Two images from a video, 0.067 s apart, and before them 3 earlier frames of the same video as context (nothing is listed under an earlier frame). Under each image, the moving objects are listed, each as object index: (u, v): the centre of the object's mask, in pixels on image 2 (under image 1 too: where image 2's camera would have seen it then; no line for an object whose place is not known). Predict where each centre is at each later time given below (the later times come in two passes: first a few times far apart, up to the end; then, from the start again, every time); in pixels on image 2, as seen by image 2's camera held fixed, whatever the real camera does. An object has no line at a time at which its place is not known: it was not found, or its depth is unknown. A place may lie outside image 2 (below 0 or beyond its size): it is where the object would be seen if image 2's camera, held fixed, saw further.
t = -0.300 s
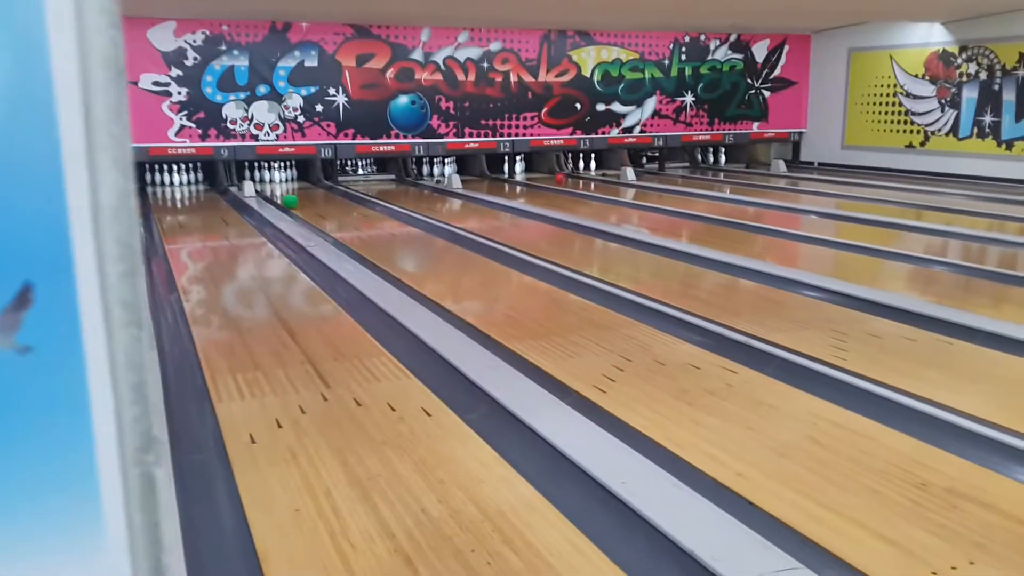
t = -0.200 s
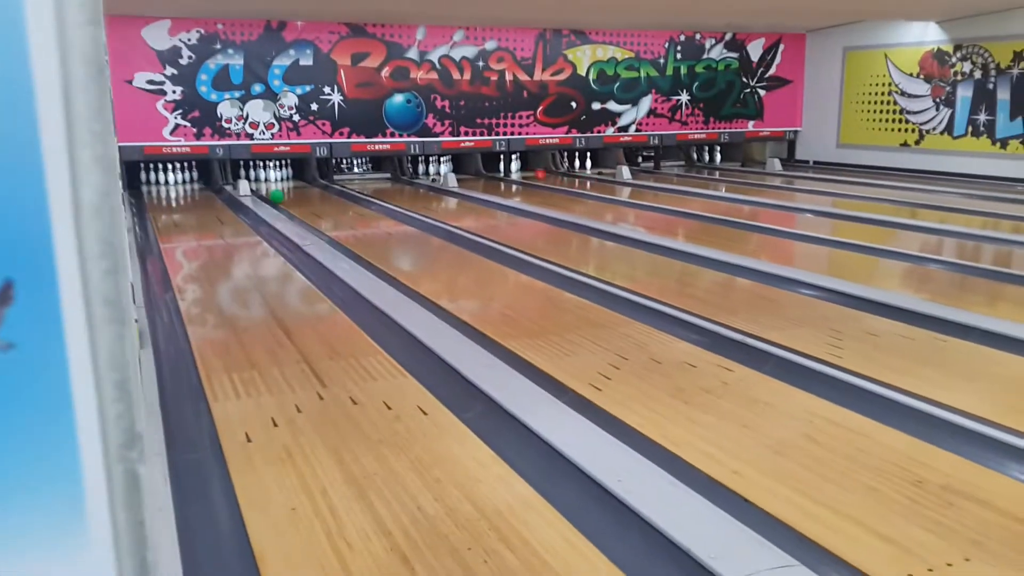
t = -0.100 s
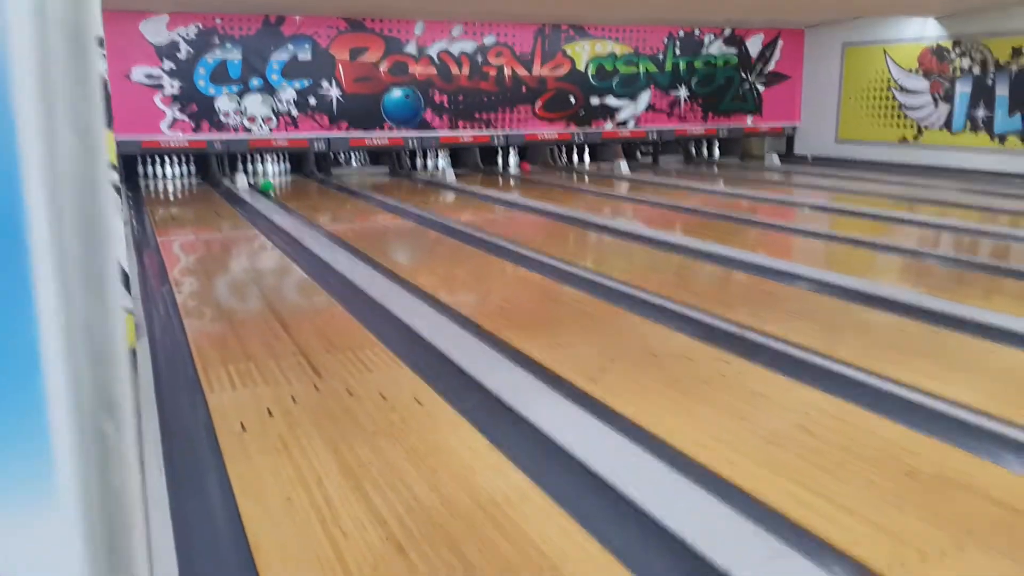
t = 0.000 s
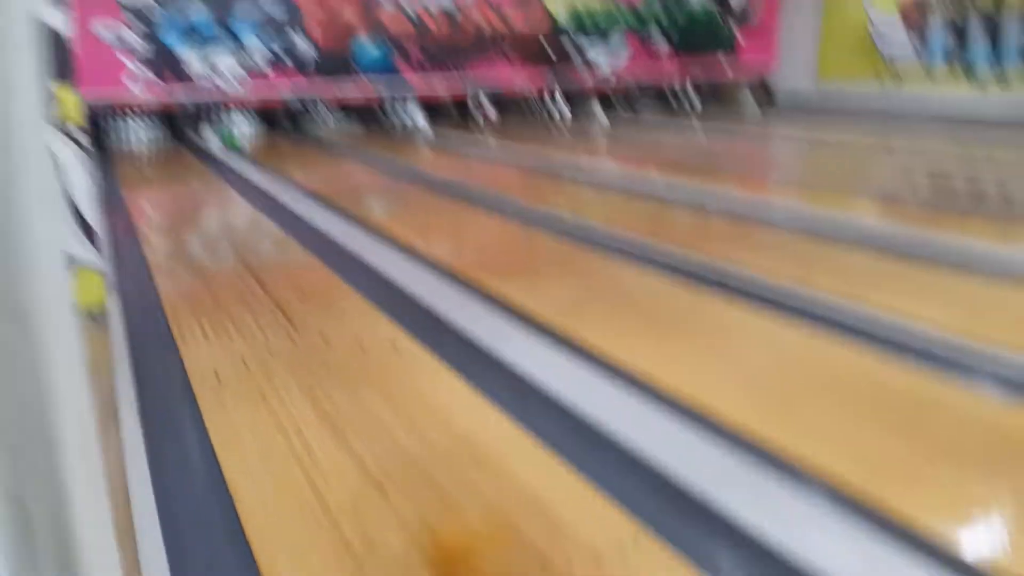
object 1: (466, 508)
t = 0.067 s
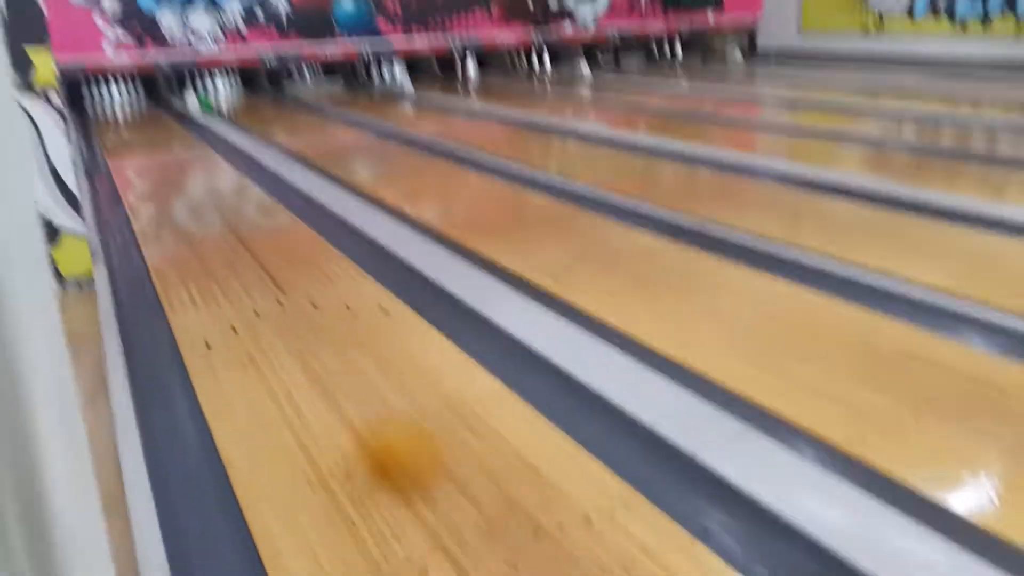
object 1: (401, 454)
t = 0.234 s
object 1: (294, 344)
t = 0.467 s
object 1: (210, 261)
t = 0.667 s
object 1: (164, 218)
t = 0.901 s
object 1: (129, 184)
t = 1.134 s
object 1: (105, 163)
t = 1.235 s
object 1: (94, 159)
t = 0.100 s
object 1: (375, 424)
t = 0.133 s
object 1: (350, 401)
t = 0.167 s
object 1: (329, 380)
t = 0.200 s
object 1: (312, 364)
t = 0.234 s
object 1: (294, 344)
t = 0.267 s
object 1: (279, 330)
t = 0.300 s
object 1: (265, 317)
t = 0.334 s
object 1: (251, 303)
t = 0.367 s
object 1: (240, 291)
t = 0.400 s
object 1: (229, 281)
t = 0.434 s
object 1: (218, 270)
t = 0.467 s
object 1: (210, 261)
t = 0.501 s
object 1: (200, 253)
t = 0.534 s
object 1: (192, 244)
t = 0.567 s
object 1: (185, 237)
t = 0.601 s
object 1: (177, 230)
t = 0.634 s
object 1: (170, 224)
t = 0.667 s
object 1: (164, 218)
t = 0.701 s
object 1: (159, 212)
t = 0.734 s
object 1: (153, 206)
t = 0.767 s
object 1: (148, 201)
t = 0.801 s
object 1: (143, 198)
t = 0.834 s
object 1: (138, 193)
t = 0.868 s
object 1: (134, 188)
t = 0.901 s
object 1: (129, 184)
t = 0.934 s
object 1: (125, 180)
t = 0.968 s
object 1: (122, 177)
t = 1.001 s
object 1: (118, 174)
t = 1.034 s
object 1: (115, 171)
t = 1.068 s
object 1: (111, 169)
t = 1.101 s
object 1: (108, 166)
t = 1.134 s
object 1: (105, 163)
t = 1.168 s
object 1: (98, 160)
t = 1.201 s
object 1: (96, 160)
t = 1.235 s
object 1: (94, 159)
